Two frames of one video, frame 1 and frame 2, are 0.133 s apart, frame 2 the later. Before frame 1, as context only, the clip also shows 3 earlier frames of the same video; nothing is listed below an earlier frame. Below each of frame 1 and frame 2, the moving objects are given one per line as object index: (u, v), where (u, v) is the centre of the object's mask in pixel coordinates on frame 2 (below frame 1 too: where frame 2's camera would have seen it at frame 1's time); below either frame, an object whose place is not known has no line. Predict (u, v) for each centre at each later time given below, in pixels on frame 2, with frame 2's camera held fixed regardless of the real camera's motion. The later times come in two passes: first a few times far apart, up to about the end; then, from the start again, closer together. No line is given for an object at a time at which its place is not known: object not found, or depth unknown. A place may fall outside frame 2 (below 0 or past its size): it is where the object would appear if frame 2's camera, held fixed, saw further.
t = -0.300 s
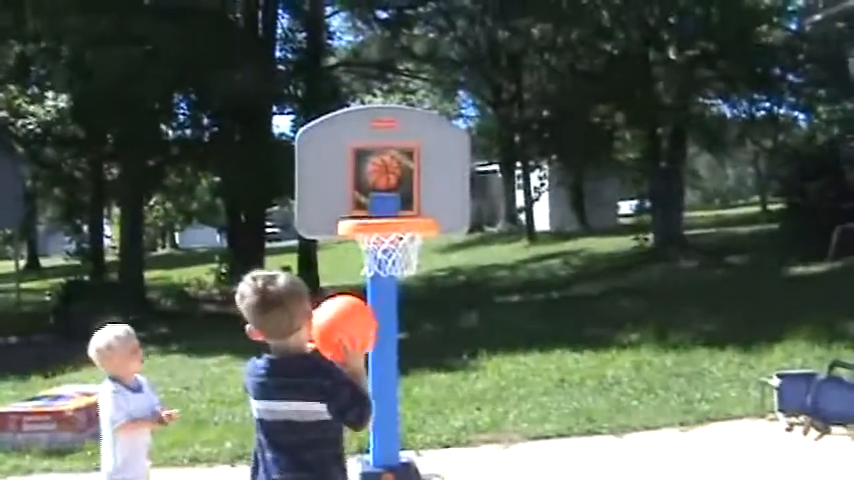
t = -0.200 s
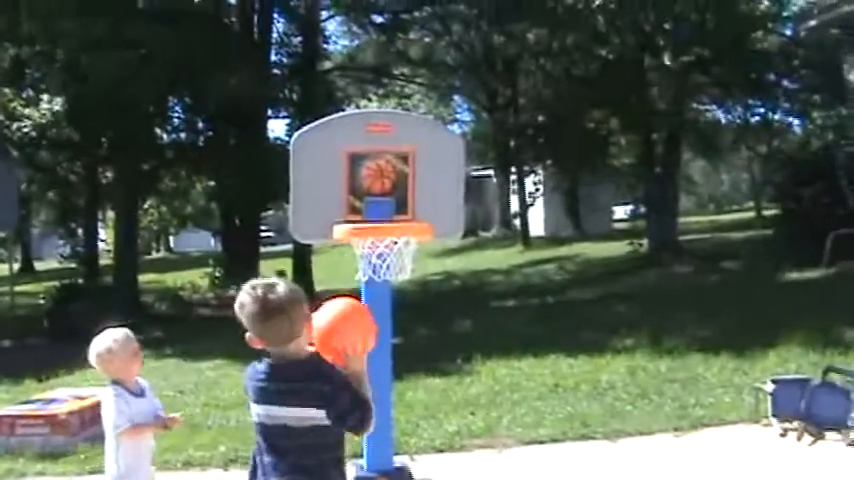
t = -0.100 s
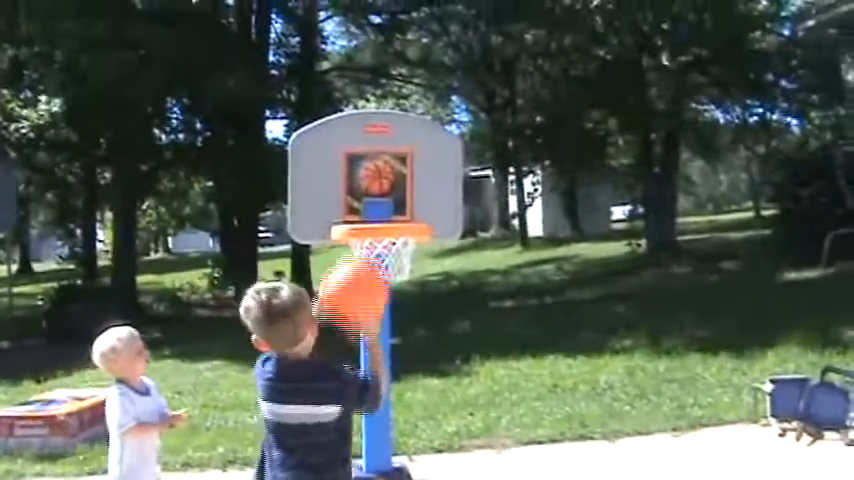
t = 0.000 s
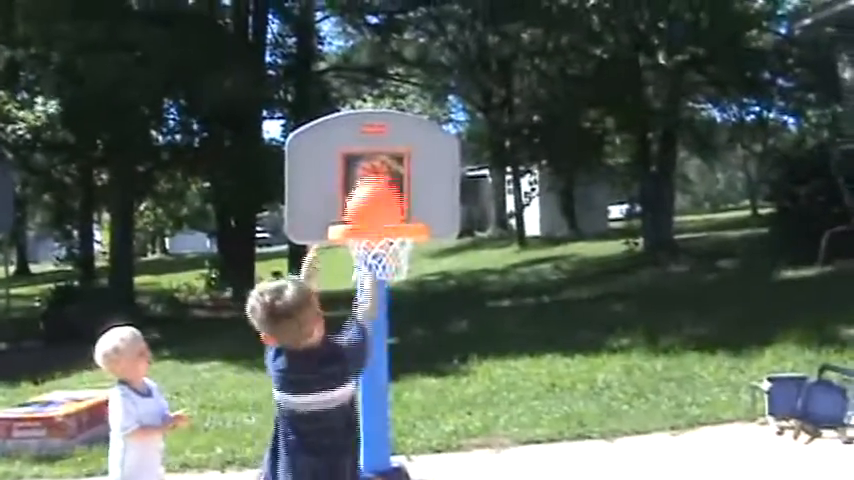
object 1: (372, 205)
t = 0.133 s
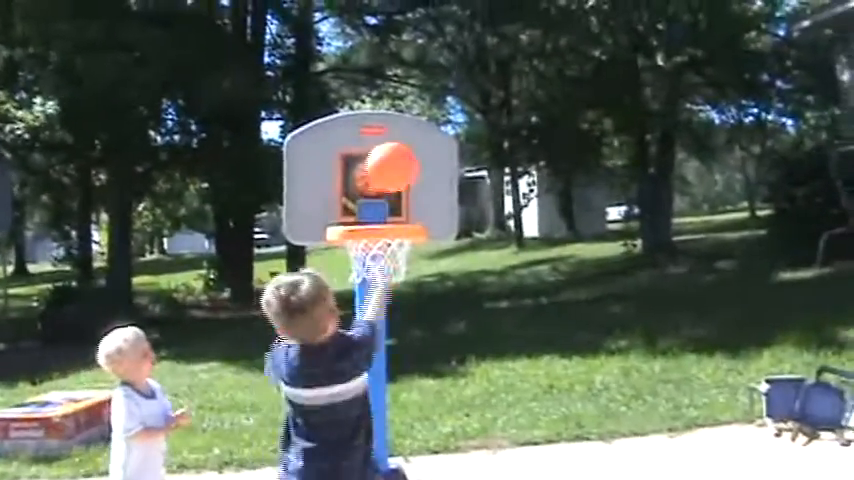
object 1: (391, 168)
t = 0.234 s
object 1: (403, 172)
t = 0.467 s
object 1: (445, 204)
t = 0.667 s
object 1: (498, 267)
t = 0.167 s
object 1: (395, 166)
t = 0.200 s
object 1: (399, 167)
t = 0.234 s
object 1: (403, 172)
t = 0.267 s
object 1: (407, 181)
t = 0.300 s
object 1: (410, 189)
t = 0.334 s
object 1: (414, 202)
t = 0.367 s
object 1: (420, 205)
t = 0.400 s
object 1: (425, 204)
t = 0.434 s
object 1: (437, 204)
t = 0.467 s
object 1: (445, 204)
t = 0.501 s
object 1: (452, 208)
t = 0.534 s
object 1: (461, 213)
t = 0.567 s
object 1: (470, 222)
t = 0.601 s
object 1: (477, 233)
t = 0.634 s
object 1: (489, 249)
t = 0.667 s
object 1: (498, 267)
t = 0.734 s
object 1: (518, 314)
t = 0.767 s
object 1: (529, 339)
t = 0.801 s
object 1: (539, 370)
